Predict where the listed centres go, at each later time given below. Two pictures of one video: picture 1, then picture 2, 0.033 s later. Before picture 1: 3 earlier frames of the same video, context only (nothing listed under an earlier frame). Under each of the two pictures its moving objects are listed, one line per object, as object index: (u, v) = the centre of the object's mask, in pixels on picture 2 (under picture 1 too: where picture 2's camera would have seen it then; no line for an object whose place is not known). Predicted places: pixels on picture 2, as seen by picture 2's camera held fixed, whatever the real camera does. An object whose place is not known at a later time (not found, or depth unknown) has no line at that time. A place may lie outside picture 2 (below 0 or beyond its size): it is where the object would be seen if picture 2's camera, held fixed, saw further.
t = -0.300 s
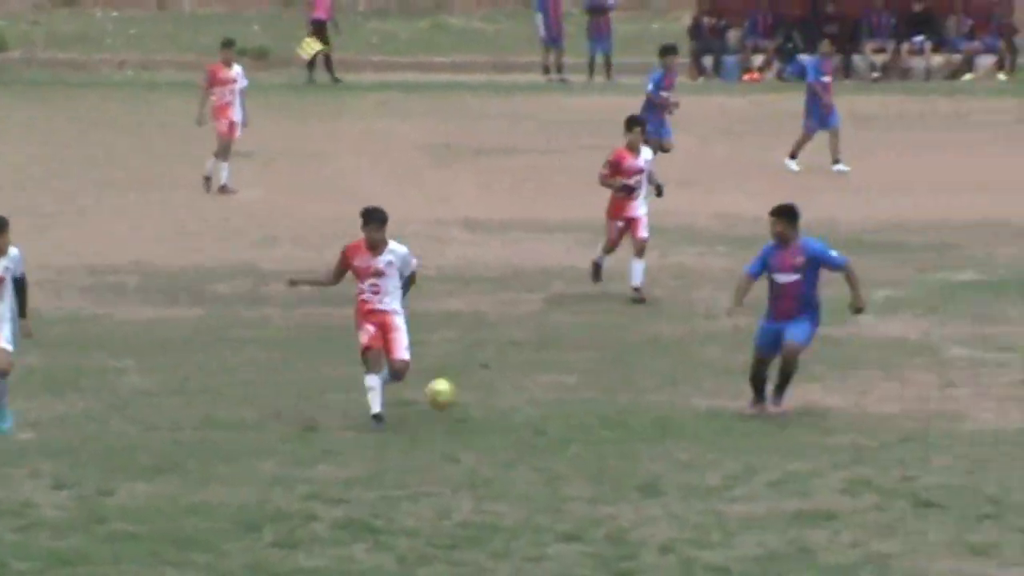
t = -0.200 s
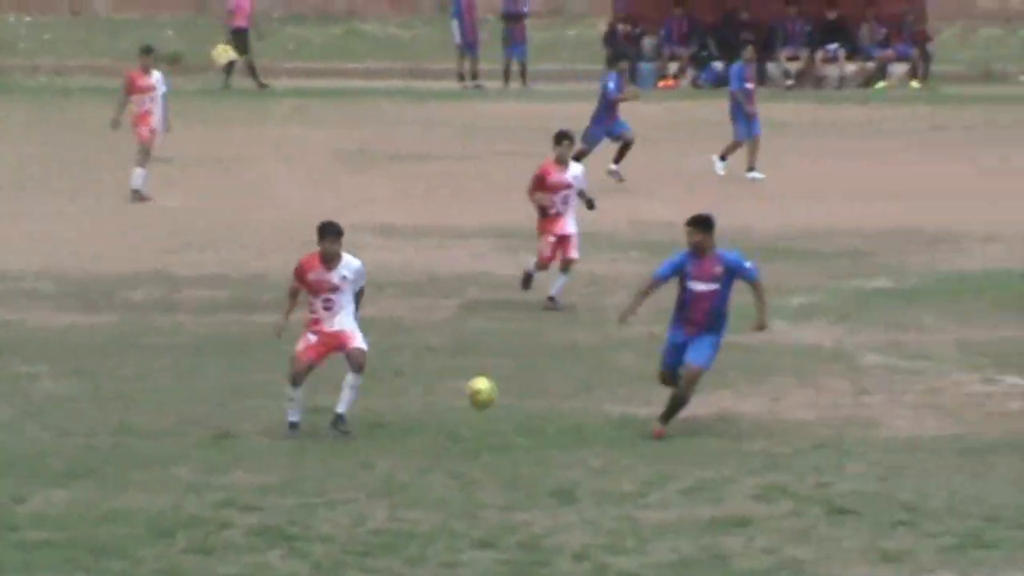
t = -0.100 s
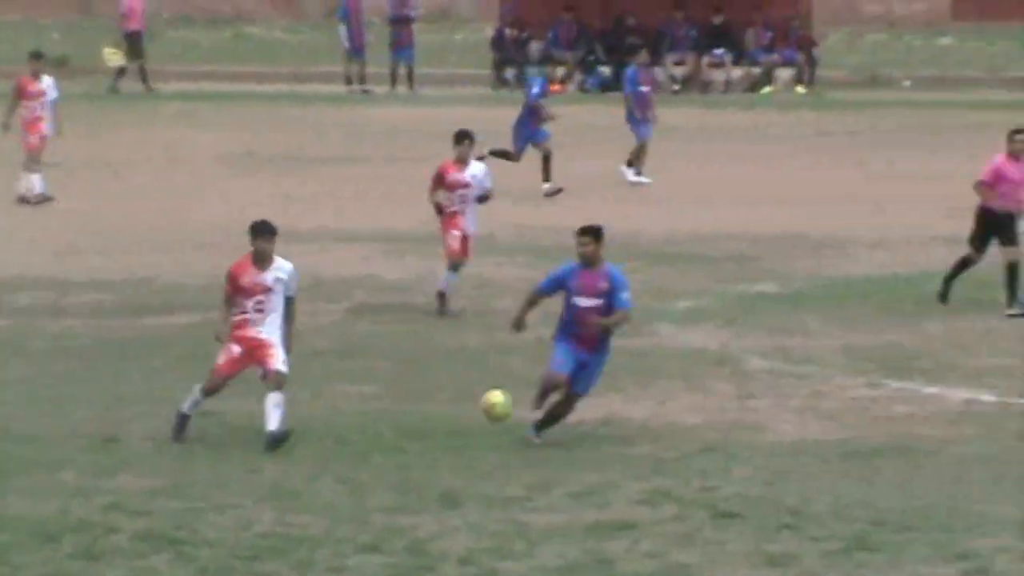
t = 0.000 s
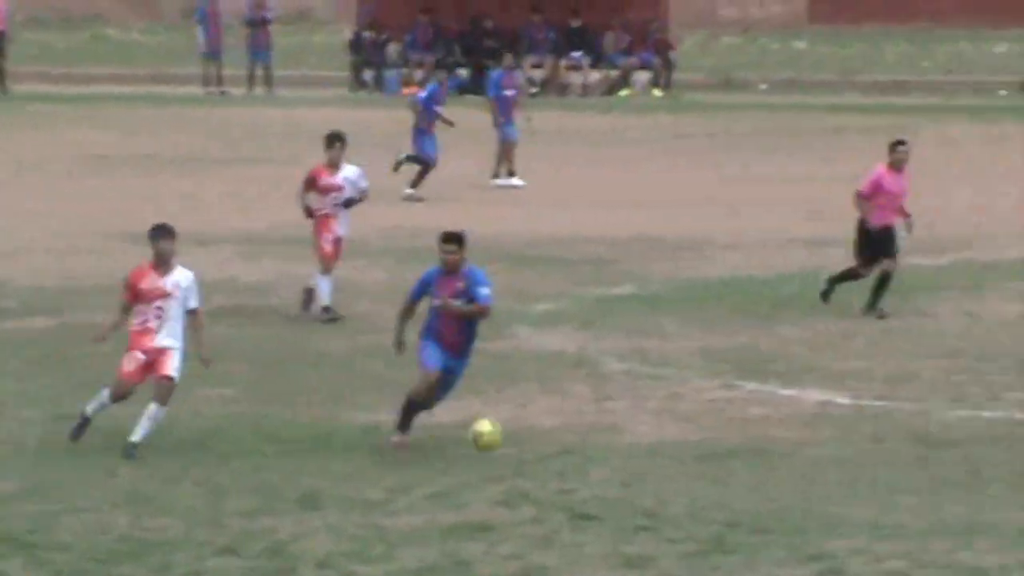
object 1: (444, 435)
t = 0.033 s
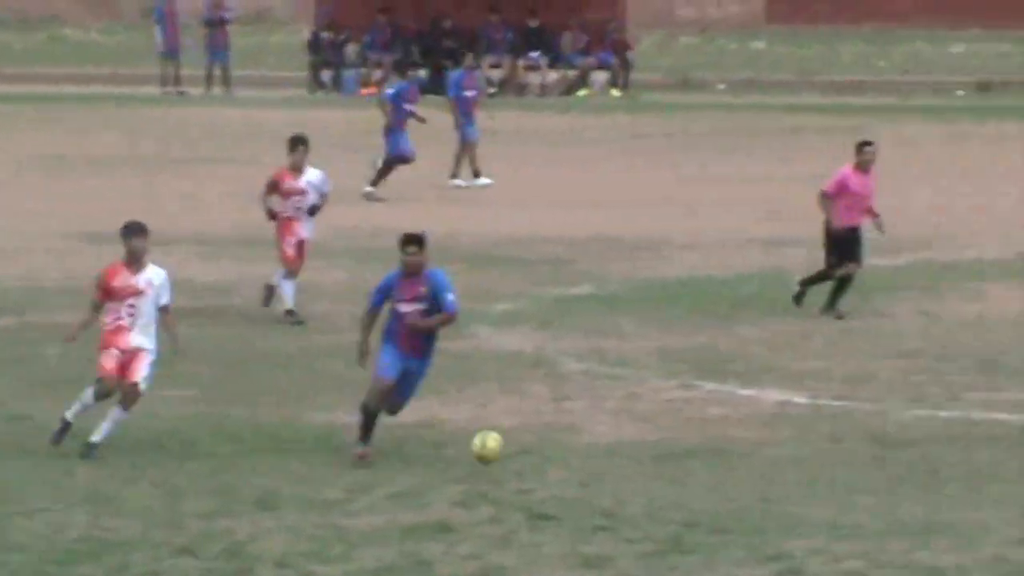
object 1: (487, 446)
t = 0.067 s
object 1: (532, 460)
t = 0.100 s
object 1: (576, 476)
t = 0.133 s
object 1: (613, 468)
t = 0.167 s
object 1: (652, 464)
